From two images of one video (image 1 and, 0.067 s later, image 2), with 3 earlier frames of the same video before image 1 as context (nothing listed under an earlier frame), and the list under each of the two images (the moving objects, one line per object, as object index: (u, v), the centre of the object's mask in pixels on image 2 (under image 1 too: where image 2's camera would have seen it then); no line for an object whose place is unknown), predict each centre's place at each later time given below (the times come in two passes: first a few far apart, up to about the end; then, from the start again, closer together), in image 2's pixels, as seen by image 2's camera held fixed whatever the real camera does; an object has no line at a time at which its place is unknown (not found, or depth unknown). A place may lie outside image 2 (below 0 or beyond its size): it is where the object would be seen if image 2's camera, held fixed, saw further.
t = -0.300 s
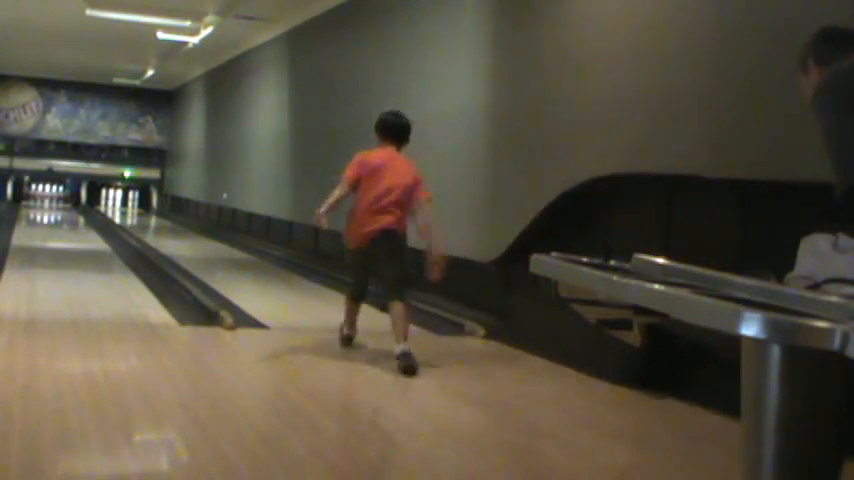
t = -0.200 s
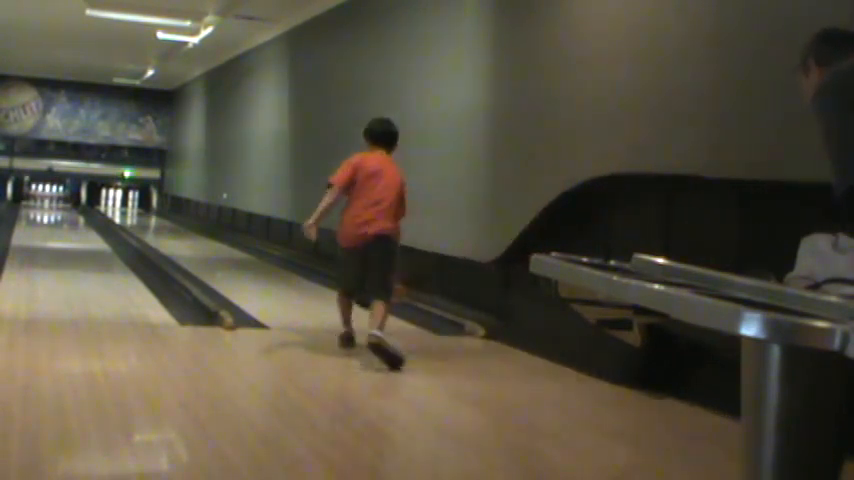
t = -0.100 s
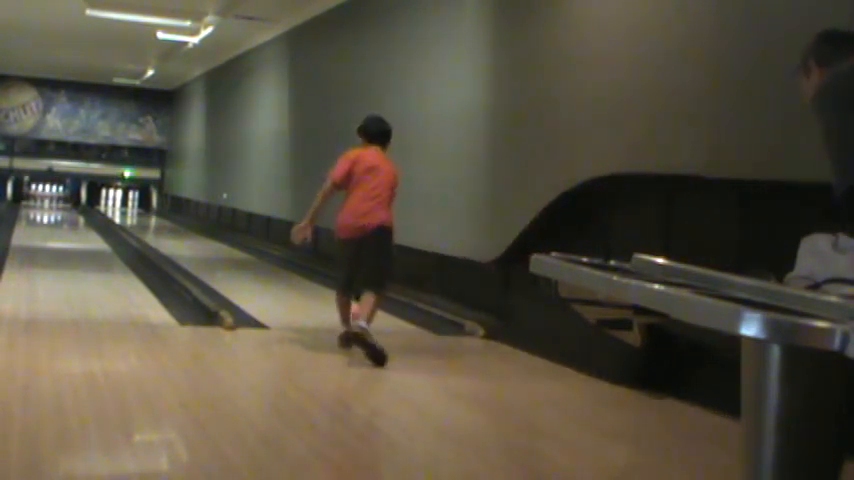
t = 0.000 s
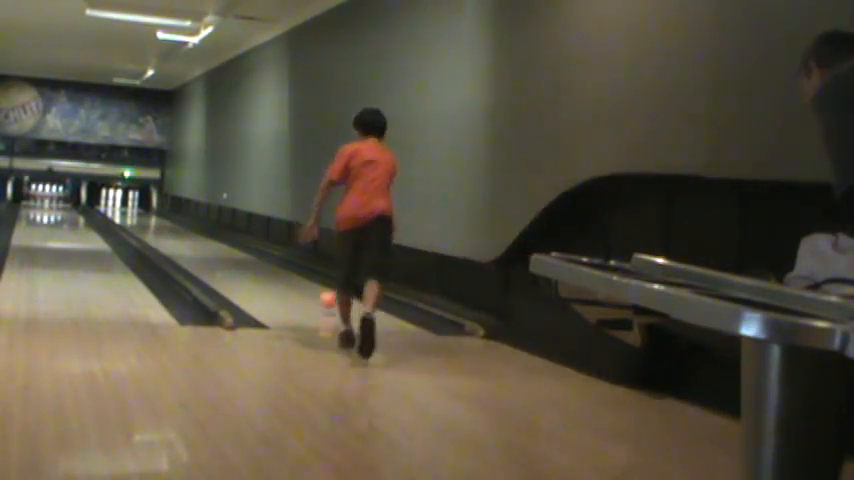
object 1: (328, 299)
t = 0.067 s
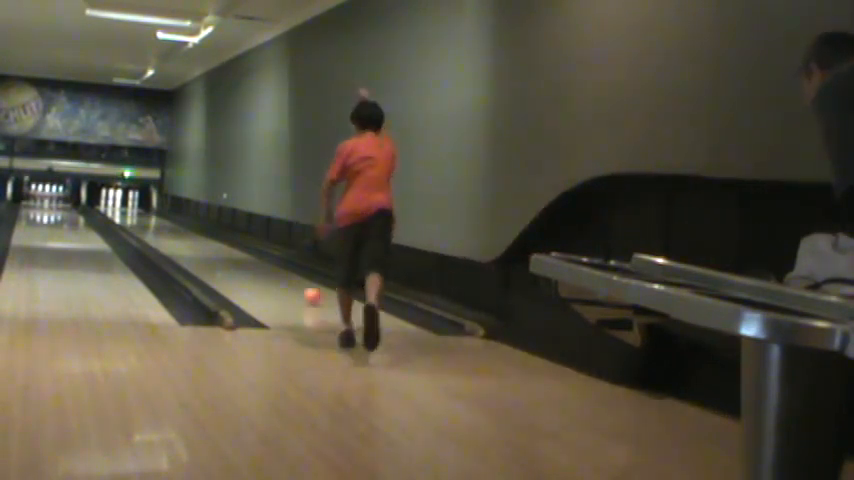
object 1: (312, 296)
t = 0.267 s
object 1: (274, 278)
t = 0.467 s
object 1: (247, 264)
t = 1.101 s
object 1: (198, 238)
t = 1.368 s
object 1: (187, 232)
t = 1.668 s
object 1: (176, 226)
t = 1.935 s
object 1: (168, 221)
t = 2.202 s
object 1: (162, 217)
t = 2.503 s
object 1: (157, 213)
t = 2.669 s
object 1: (155, 212)
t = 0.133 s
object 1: (297, 289)
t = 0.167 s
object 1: (291, 285)
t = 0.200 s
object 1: (285, 283)
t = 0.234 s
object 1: (279, 281)
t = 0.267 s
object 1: (274, 278)
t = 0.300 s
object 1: (268, 275)
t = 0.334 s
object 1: (263, 273)
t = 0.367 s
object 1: (259, 270)
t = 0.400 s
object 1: (255, 269)
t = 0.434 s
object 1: (251, 266)
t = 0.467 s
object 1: (247, 264)
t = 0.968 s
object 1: (205, 242)
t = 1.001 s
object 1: (204, 242)
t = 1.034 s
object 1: (202, 240)
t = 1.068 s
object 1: (200, 239)
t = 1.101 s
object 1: (198, 238)
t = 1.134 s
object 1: (197, 237)
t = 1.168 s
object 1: (195, 236)
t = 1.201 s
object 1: (194, 235)
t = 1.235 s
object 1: (192, 234)
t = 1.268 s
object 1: (190, 234)
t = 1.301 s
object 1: (189, 232)
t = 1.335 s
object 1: (188, 232)
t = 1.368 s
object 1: (187, 232)
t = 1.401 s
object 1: (185, 231)
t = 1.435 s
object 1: (183, 231)
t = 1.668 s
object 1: (176, 226)
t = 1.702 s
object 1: (174, 226)
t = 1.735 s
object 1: (174, 225)
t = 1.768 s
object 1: (173, 225)
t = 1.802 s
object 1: (172, 224)
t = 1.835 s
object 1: (171, 223)
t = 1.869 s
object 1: (170, 223)
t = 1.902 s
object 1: (168, 223)
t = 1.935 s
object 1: (168, 221)
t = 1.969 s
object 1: (167, 221)
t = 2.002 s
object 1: (166, 221)
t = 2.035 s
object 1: (166, 221)
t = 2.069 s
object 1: (165, 220)
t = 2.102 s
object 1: (164, 219)
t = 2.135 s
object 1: (163, 219)
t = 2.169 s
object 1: (163, 219)
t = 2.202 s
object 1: (162, 217)
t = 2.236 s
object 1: (161, 216)
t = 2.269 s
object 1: (161, 216)
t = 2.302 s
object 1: (161, 216)
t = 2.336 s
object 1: (160, 215)
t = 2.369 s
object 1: (159, 215)
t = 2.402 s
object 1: (159, 215)
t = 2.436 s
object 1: (157, 215)
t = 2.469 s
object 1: (157, 214)
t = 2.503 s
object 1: (157, 213)
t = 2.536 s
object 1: (157, 213)
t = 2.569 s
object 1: (156, 213)
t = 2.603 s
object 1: (155, 212)
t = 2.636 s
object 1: (155, 212)
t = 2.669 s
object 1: (155, 212)
